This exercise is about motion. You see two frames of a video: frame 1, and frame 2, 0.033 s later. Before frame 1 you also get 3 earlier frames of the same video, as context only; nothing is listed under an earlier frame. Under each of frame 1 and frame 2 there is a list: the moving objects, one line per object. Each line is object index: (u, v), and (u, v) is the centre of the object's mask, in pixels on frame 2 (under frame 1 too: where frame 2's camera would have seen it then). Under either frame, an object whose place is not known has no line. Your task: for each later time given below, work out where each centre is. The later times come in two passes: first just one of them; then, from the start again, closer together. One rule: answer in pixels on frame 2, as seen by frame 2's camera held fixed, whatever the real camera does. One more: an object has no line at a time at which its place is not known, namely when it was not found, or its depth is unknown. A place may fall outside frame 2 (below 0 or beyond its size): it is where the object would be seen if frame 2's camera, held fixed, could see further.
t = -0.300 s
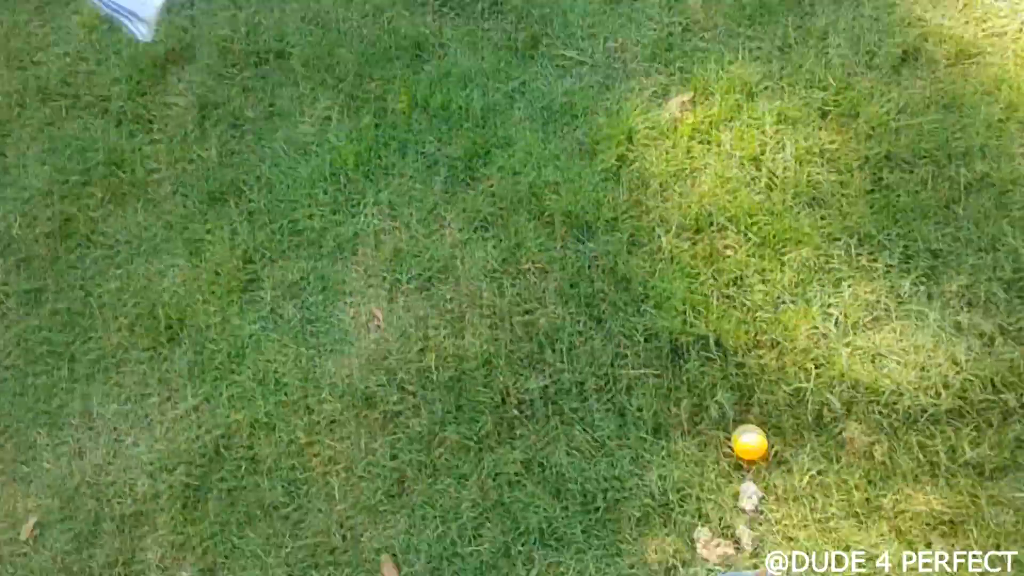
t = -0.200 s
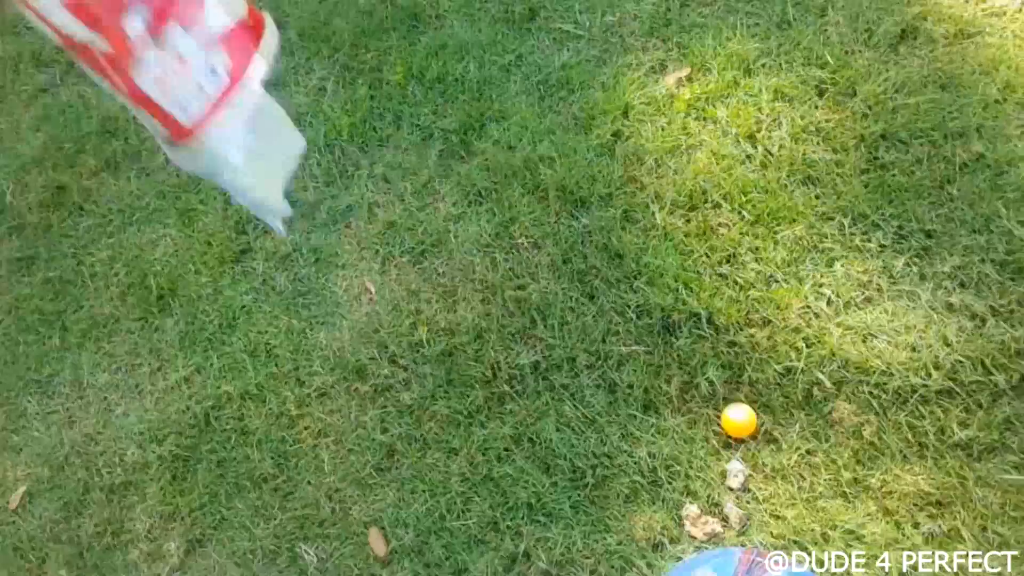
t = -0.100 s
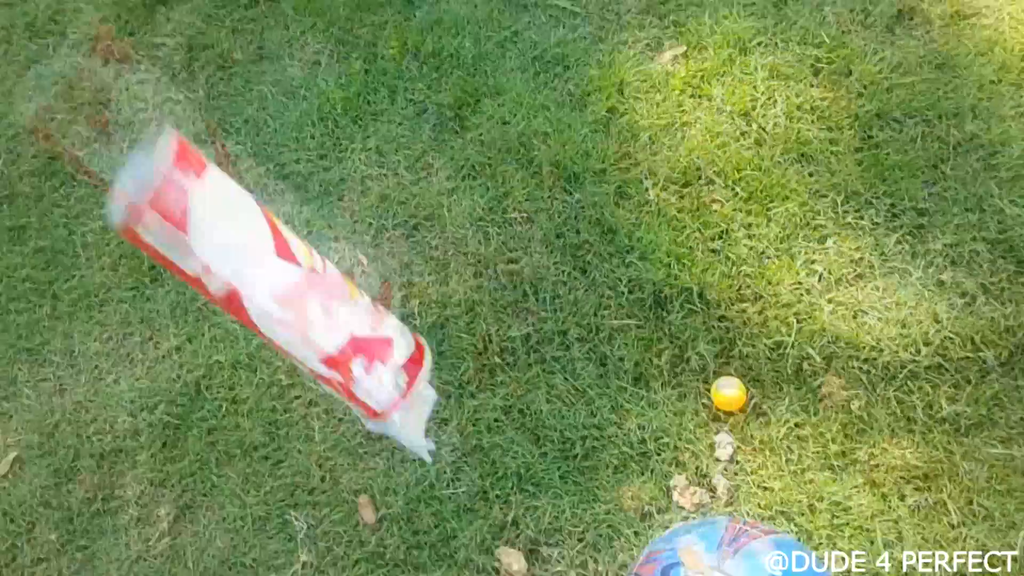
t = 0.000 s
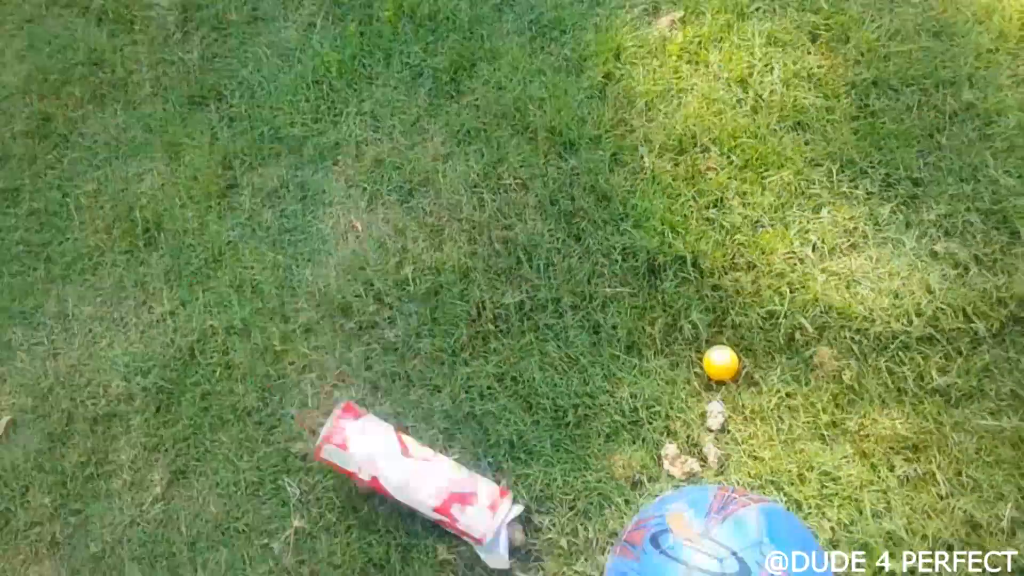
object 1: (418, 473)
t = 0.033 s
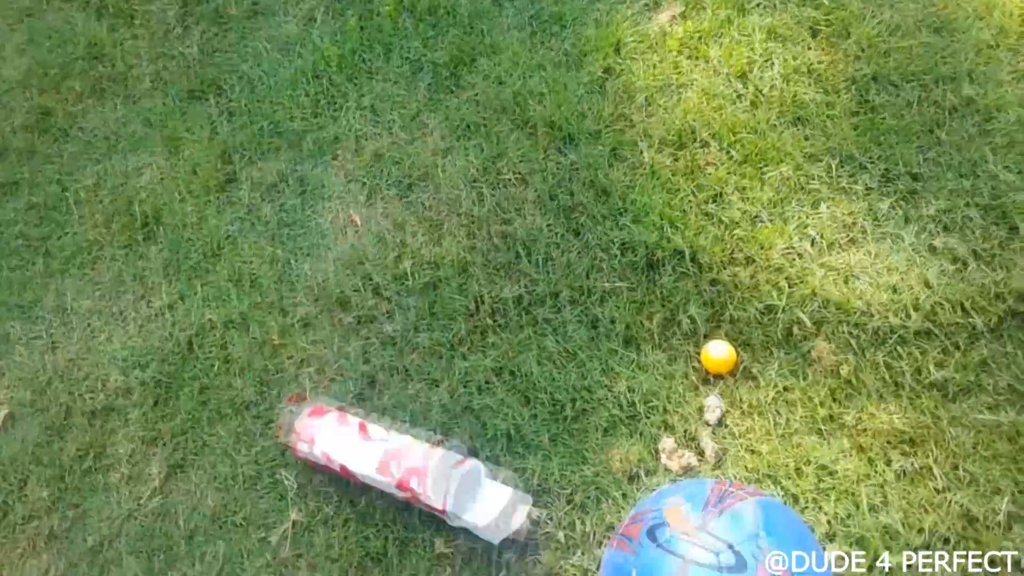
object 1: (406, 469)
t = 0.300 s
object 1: (375, 461)
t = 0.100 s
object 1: (367, 442)
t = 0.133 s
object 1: (356, 439)
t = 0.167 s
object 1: (349, 441)
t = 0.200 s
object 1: (357, 445)
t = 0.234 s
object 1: (371, 455)
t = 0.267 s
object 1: (374, 461)
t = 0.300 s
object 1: (375, 461)
